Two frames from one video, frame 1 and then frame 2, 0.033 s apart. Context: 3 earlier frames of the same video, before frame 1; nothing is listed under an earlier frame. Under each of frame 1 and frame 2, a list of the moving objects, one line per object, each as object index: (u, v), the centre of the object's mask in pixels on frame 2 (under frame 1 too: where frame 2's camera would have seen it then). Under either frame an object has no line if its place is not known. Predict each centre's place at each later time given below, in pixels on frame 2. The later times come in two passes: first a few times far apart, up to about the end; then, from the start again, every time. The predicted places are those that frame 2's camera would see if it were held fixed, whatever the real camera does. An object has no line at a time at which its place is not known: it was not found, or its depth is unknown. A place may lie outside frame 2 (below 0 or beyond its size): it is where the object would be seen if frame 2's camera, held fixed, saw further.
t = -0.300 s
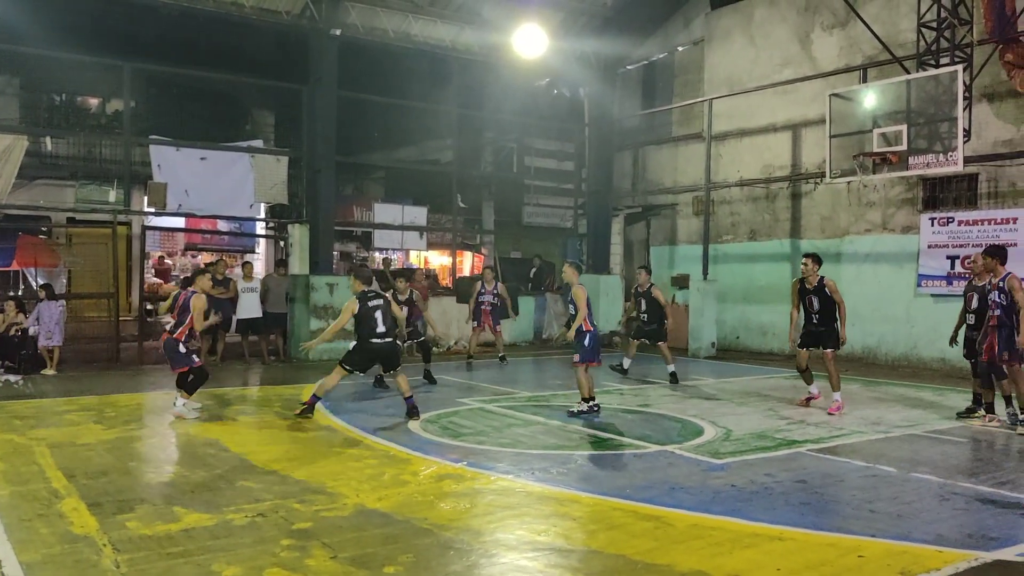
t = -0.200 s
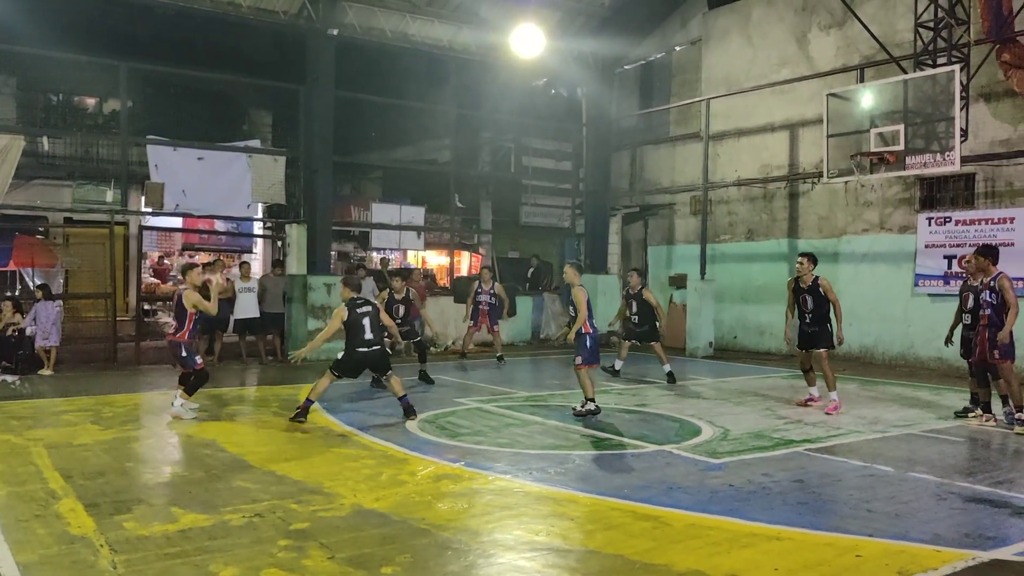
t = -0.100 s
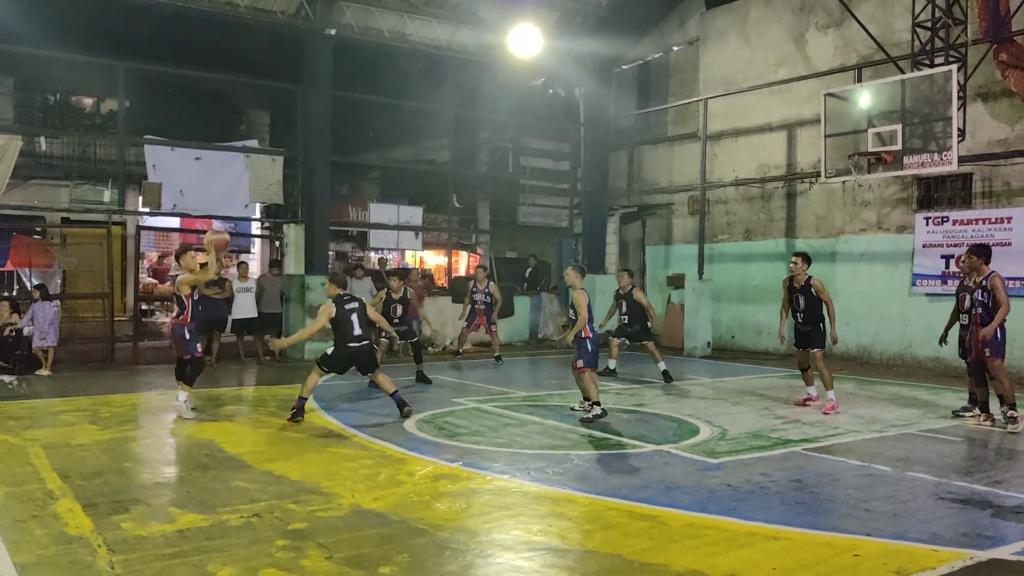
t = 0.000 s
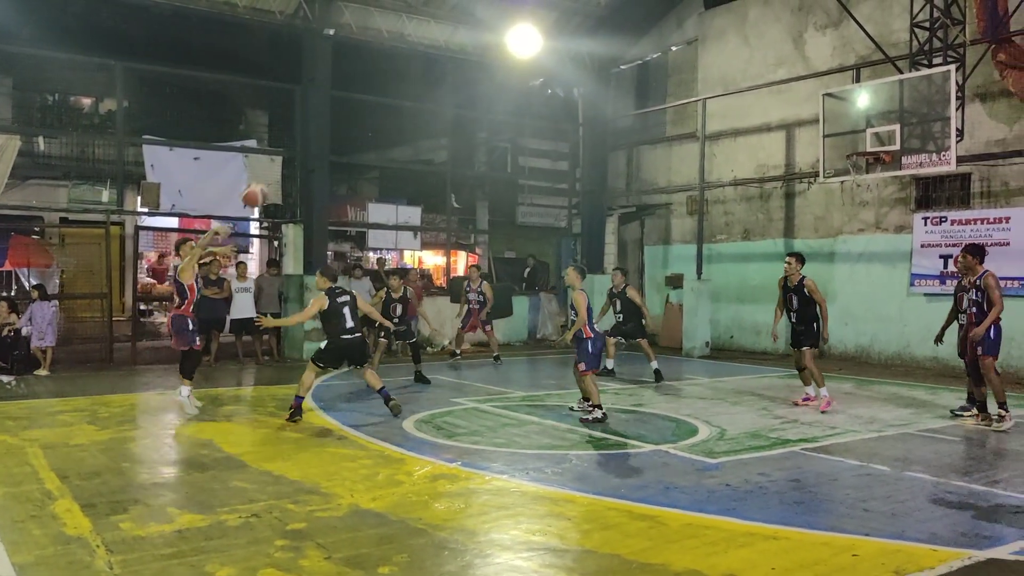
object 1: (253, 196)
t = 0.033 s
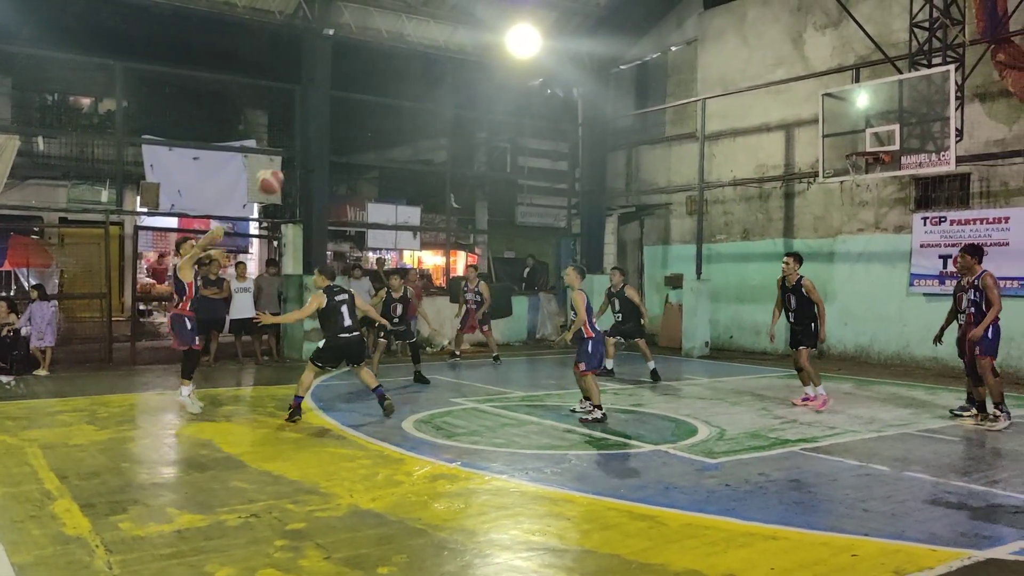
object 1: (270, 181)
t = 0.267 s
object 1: (396, 110)
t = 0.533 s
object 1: (578, 95)
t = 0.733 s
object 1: (756, 154)
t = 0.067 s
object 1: (287, 168)
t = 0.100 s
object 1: (303, 156)
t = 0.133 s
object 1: (320, 145)
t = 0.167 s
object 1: (338, 135)
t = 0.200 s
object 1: (357, 126)
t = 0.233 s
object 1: (376, 117)
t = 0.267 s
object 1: (396, 110)
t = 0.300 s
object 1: (417, 102)
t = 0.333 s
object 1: (437, 98)
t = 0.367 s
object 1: (458, 94)
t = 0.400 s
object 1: (480, 91)
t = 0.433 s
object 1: (503, 90)
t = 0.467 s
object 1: (529, 89)
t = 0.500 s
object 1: (552, 91)
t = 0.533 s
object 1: (578, 95)
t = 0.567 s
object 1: (603, 99)
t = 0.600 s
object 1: (630, 105)
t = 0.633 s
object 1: (661, 112)
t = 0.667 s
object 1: (692, 126)
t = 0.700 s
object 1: (725, 138)
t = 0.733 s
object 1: (756, 154)
